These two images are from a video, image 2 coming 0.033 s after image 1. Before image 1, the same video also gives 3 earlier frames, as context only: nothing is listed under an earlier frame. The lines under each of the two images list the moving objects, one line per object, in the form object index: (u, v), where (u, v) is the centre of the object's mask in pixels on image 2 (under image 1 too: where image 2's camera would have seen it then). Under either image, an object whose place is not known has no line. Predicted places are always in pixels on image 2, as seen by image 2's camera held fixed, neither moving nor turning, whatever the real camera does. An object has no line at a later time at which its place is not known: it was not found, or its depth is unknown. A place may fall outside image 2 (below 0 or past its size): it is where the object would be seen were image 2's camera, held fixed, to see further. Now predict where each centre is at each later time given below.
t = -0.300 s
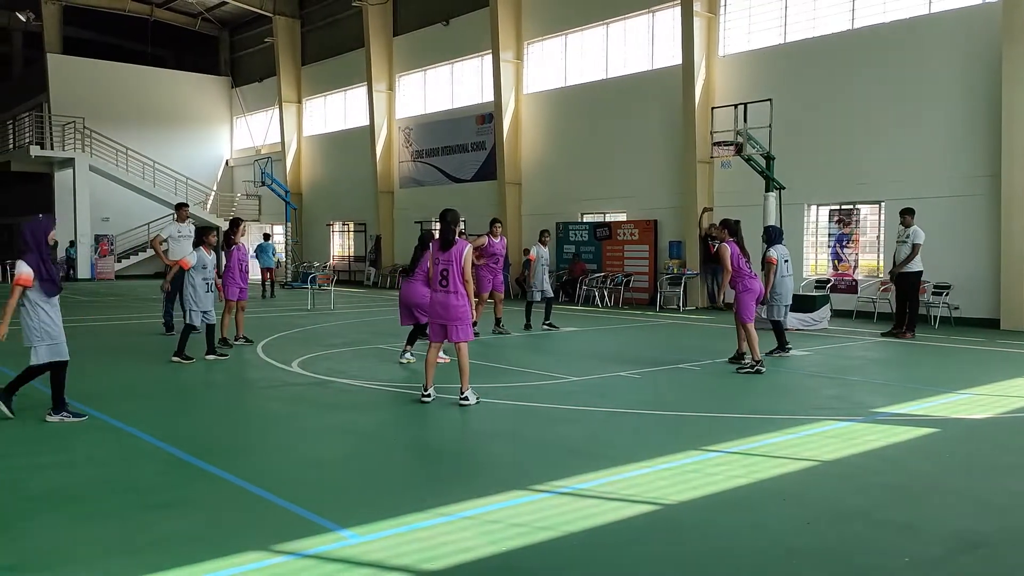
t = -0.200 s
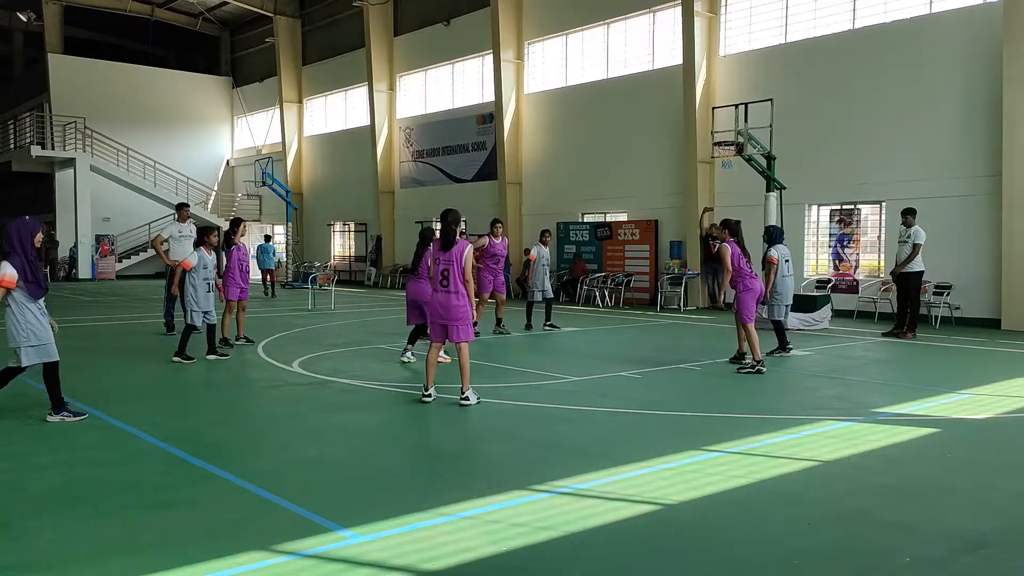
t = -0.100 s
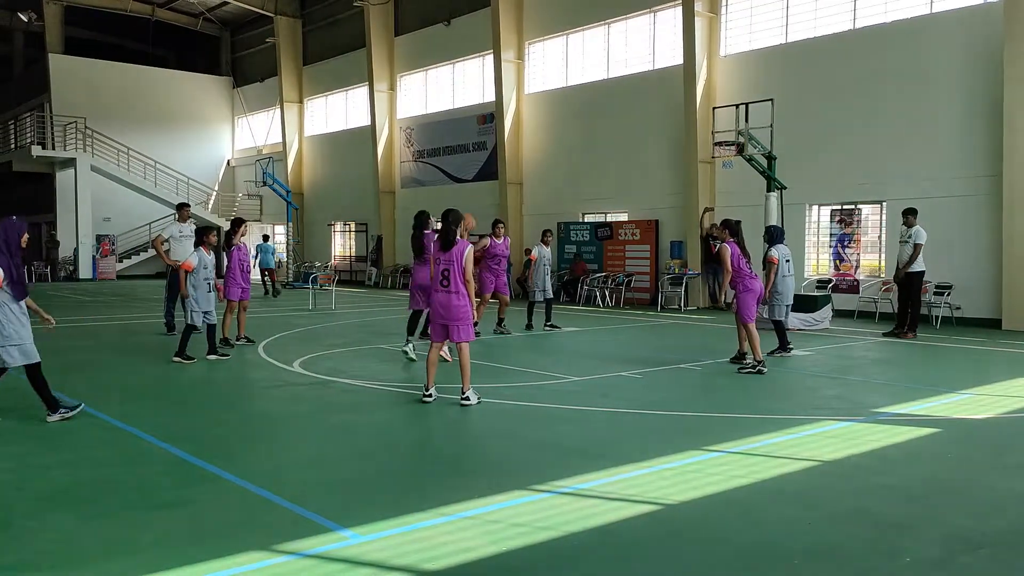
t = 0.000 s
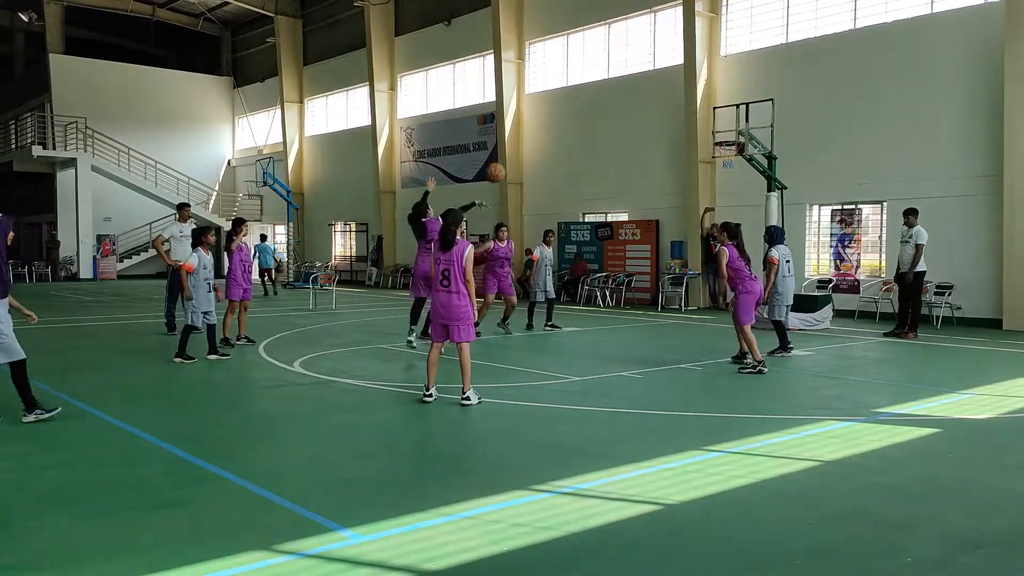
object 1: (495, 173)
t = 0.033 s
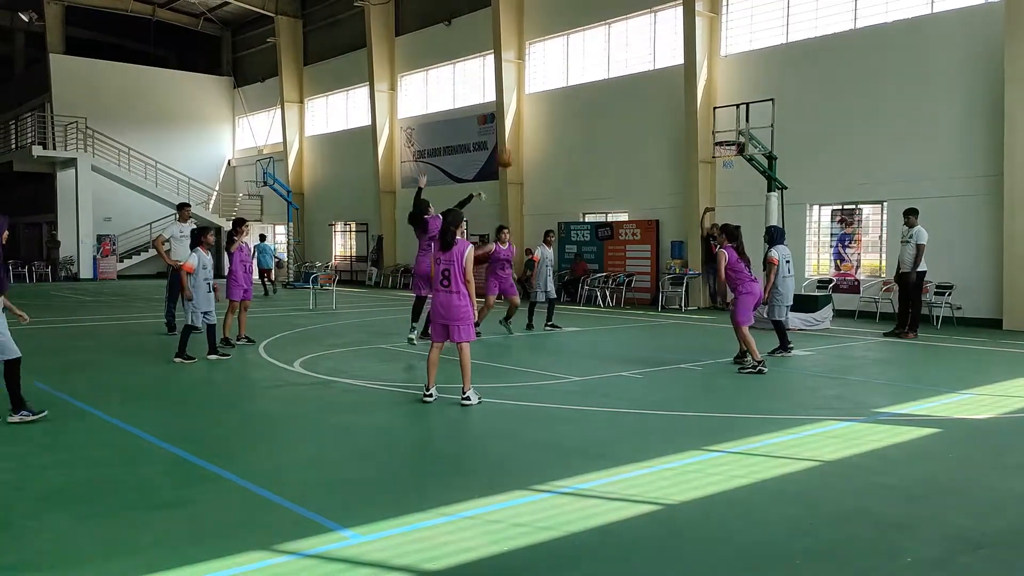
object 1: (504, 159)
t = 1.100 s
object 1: (698, 156)
